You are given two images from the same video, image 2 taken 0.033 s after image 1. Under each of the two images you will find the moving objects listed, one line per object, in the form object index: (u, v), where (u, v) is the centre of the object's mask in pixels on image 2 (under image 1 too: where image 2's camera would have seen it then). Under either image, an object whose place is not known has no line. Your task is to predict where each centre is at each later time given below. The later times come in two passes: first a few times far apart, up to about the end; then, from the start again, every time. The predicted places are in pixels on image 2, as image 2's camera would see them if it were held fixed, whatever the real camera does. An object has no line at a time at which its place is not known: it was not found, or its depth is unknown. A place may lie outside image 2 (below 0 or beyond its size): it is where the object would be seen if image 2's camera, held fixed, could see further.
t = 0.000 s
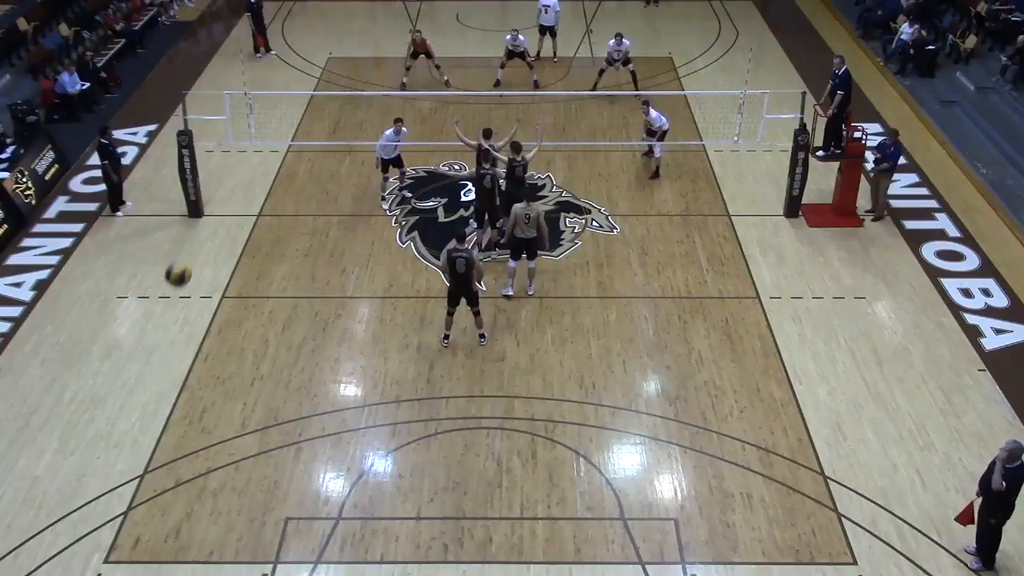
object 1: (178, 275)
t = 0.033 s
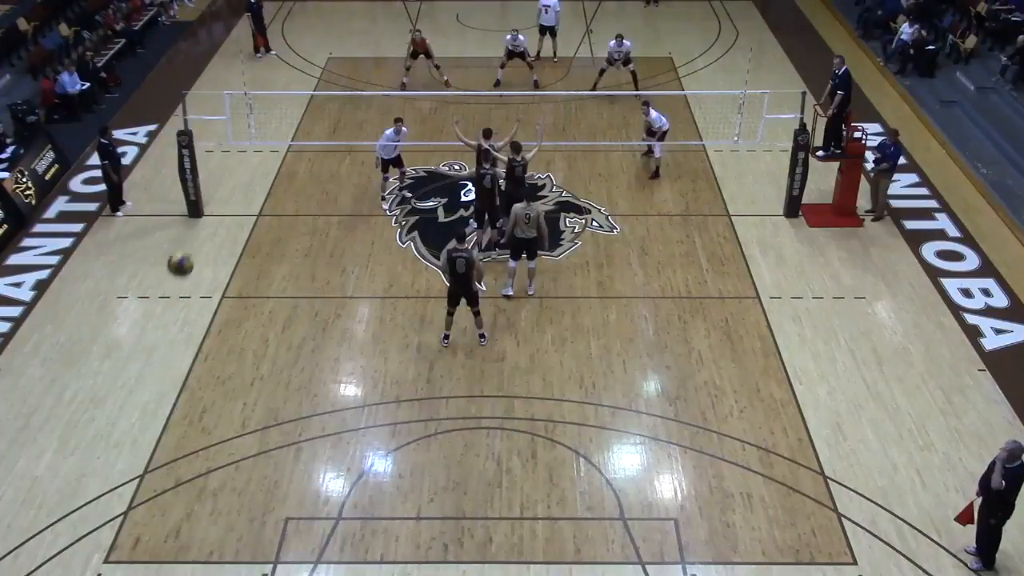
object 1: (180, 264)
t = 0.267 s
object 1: (203, 231)
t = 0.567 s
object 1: (239, 267)
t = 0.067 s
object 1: (183, 256)
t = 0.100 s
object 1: (186, 249)
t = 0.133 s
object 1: (189, 243)
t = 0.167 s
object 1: (192, 238)
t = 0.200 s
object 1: (196, 235)
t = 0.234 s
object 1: (199, 232)
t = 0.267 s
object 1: (203, 231)
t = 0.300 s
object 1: (207, 231)
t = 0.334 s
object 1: (211, 232)
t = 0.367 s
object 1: (215, 234)
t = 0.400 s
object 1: (218, 238)
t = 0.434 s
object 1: (223, 241)
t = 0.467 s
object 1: (227, 246)
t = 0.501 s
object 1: (231, 252)
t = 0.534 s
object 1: (234, 259)
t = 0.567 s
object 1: (239, 267)
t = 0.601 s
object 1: (243, 275)
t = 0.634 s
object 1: (247, 283)
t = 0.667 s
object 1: (252, 294)
